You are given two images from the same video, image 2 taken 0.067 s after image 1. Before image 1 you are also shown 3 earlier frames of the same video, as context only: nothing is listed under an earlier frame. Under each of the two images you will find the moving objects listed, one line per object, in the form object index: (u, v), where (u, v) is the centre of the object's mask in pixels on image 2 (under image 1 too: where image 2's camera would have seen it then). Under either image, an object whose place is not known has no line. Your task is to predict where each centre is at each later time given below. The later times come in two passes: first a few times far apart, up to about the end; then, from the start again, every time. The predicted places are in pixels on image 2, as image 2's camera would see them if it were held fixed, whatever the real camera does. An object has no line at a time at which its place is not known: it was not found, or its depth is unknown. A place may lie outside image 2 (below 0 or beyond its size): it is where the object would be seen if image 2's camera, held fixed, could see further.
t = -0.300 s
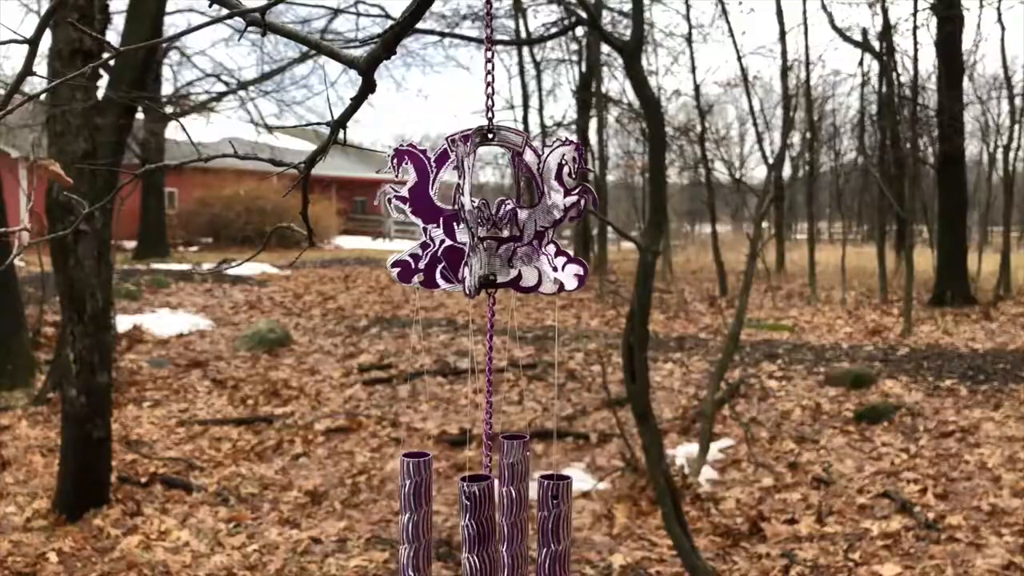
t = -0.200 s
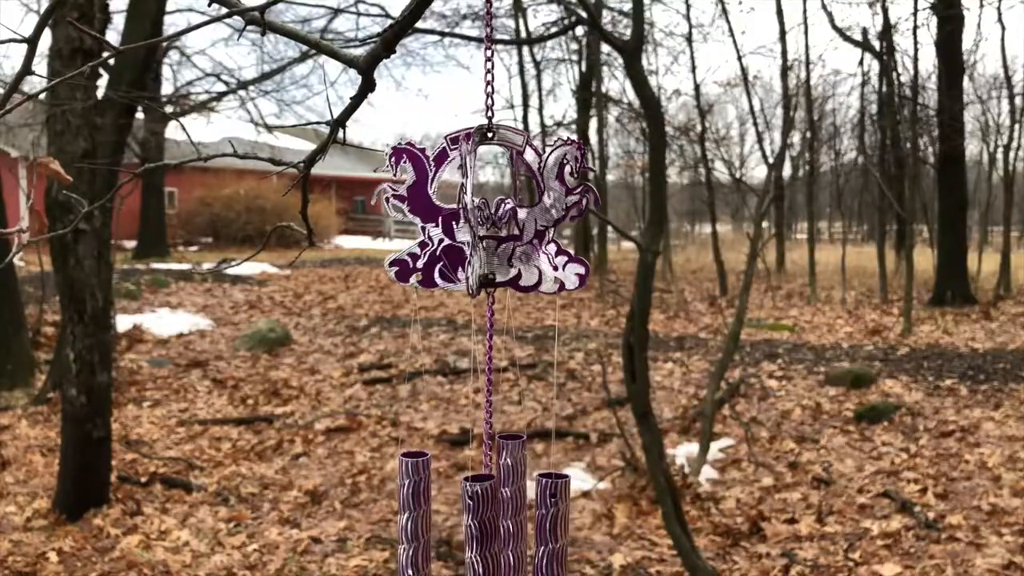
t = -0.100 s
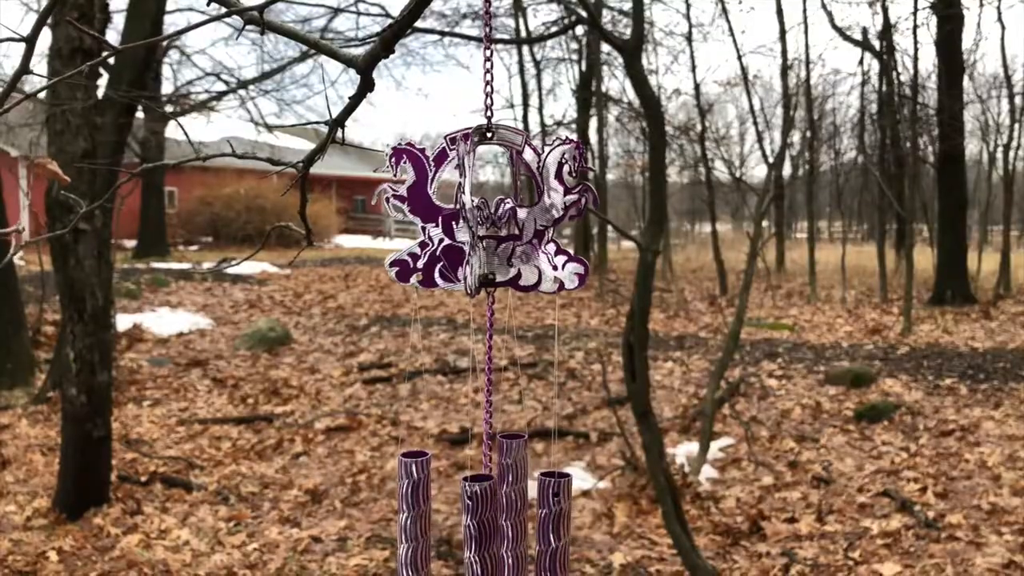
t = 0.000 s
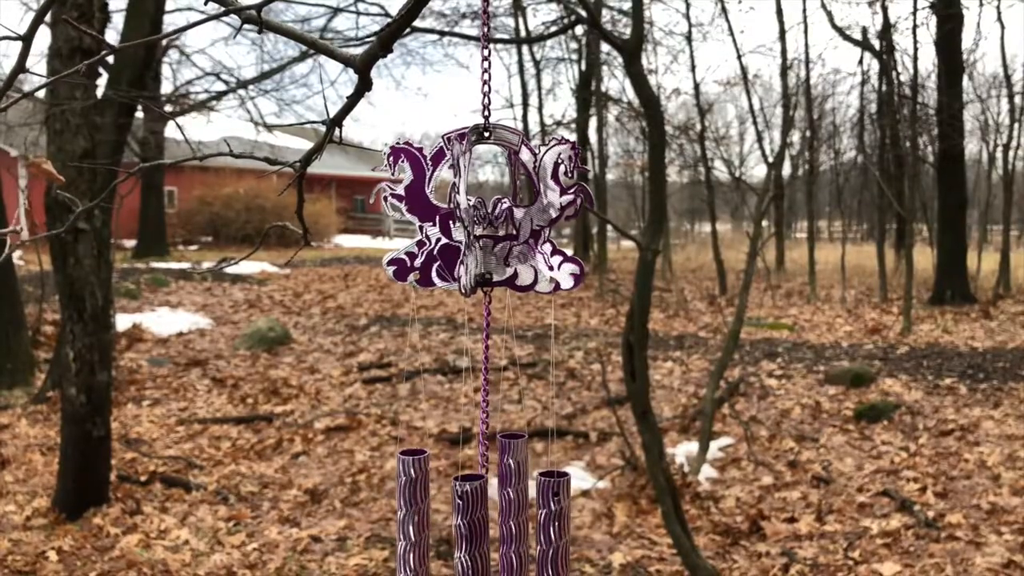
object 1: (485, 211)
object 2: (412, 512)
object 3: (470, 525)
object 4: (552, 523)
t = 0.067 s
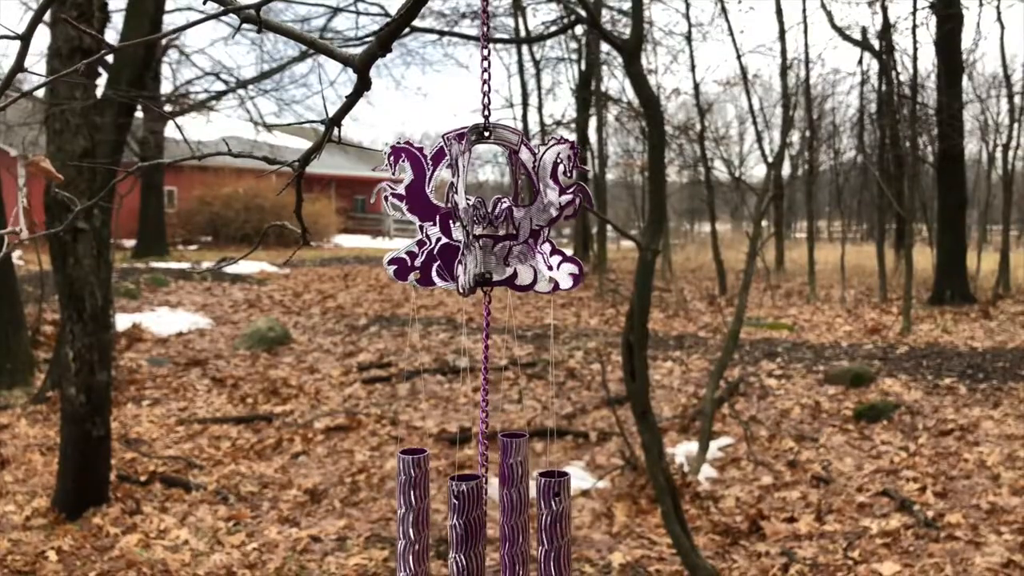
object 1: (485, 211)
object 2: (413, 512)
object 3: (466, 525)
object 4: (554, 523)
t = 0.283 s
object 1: (488, 211)
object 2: (419, 514)
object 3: (462, 525)
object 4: (567, 523)
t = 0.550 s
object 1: (495, 210)
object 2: (433, 515)
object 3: (484, 526)
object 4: (572, 524)
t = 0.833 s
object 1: (494, 209)
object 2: (436, 514)
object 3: (488, 526)
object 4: (567, 524)
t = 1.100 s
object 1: (485, 209)
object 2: (417, 512)
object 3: (452, 526)
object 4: (553, 525)
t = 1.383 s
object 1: (473, 211)
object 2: (399, 509)
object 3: (429, 525)
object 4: (535, 527)
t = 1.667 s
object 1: (480, 209)
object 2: (415, 514)
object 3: (458, 527)
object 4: (543, 528)
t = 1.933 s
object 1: (494, 209)
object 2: (435, 516)
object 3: (481, 527)
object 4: (569, 526)
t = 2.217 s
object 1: (495, 208)
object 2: (437, 514)
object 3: (473, 525)
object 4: (577, 524)
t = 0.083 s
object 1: (486, 211)
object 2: (413, 512)
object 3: (466, 526)
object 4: (554, 522)
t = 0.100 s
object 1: (486, 211)
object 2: (414, 513)
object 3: (465, 526)
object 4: (555, 522)
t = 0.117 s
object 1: (486, 211)
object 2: (414, 512)
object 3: (464, 525)
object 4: (556, 522)
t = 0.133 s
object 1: (486, 211)
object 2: (414, 512)
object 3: (464, 525)
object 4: (558, 522)
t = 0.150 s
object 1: (487, 211)
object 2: (414, 513)
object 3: (464, 525)
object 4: (560, 522)
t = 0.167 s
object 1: (487, 211)
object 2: (415, 513)
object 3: (464, 525)
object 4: (562, 522)
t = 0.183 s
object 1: (487, 210)
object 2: (415, 512)
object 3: (464, 525)
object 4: (563, 522)
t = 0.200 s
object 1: (487, 211)
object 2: (415, 513)
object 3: (463, 525)
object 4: (565, 522)
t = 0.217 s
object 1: (487, 210)
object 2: (415, 513)
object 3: (463, 525)
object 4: (566, 522)
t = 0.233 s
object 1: (487, 210)
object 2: (416, 513)
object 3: (463, 525)
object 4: (567, 522)
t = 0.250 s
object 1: (488, 211)
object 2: (417, 513)
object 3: (463, 525)
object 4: (567, 522)
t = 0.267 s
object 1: (488, 211)
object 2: (418, 514)
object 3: (462, 525)
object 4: (567, 523)
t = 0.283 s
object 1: (488, 211)
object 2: (419, 514)
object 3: (462, 525)
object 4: (567, 523)
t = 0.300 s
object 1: (489, 211)
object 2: (420, 514)
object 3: (462, 526)
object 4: (567, 523)
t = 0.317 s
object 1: (489, 211)
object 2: (420, 514)
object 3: (463, 526)
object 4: (567, 523)
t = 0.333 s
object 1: (489, 211)
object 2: (421, 514)
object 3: (463, 526)
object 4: (567, 523)
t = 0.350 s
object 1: (490, 211)
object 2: (422, 514)
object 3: (464, 526)
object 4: (567, 524)
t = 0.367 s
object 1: (490, 211)
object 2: (423, 514)
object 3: (465, 526)
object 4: (568, 524)
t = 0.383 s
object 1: (491, 211)
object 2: (425, 515)
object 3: (466, 526)
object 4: (569, 524)
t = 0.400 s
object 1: (492, 211)
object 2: (426, 515)
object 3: (467, 526)
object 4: (570, 524)
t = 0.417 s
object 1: (492, 211)
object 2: (427, 515)
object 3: (469, 526)
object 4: (572, 524)
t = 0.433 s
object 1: (493, 211)
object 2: (428, 515)
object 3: (470, 526)
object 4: (572, 524)
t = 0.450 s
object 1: (493, 211)
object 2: (429, 515)
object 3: (472, 526)
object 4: (573, 524)
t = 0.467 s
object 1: (494, 211)
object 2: (430, 515)
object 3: (475, 526)
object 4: (573, 524)
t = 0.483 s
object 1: (494, 211)
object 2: (431, 516)
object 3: (476, 526)
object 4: (573, 524)
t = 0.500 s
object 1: (495, 211)
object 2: (431, 515)
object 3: (478, 526)
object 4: (573, 524)
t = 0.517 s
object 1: (495, 211)
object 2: (432, 516)
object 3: (480, 526)
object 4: (572, 524)
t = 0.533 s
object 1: (495, 210)
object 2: (433, 515)
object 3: (482, 526)
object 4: (572, 524)
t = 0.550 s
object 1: (495, 210)
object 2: (433, 515)
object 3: (484, 526)
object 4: (572, 524)
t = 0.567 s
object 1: (495, 210)
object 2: (434, 516)
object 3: (486, 526)
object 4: (572, 524)
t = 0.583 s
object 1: (496, 210)
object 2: (435, 516)
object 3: (487, 526)
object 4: (573, 524)
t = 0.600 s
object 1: (496, 210)
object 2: (435, 516)
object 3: (488, 526)
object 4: (573, 524)
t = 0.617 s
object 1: (497, 209)
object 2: (436, 516)
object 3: (489, 526)
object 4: (574, 524)
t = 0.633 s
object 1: (497, 209)
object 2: (436, 516)
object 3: (490, 526)
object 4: (574, 524)
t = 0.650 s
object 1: (498, 209)
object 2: (437, 516)
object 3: (492, 526)
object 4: (575, 524)
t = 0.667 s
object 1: (498, 209)
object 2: (437, 515)
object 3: (493, 526)
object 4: (576, 524)
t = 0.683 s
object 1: (498, 209)
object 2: (437, 515)
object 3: (494, 526)
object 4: (577, 524)
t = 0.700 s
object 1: (498, 209)
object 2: (438, 516)
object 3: (495, 526)
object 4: (577, 524)
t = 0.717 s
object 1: (498, 209)
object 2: (438, 516)
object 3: (495, 526)
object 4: (576, 524)
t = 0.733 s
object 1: (498, 209)
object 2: (438, 516)
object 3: (495, 525)
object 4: (575, 524)
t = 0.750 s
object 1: (498, 209)
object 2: (438, 516)
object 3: (495, 526)
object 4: (574, 524)
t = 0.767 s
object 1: (497, 209)
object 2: (438, 515)
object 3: (495, 526)
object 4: (573, 524)
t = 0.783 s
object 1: (497, 209)
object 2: (438, 515)
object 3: (493, 526)
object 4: (571, 524)
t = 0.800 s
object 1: (496, 209)
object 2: (437, 515)
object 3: (491, 526)
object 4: (570, 525)
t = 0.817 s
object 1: (495, 209)
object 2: (437, 515)
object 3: (490, 526)
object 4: (568, 525)
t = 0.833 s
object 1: (494, 209)
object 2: (436, 514)
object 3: (488, 526)
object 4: (567, 524)
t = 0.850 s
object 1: (494, 209)
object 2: (435, 514)
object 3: (486, 526)
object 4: (565, 524)
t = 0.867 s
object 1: (494, 209)
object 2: (435, 514)
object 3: (485, 526)
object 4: (565, 524)
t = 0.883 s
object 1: (494, 209)
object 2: (434, 514)
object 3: (484, 526)
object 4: (565, 525)
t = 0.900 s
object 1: (494, 209)
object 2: (433, 513)
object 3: (483, 526)
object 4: (564, 525)
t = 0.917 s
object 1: (493, 209)
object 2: (431, 512)
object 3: (481, 526)
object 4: (564, 525)
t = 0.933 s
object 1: (492, 209)
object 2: (430, 512)
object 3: (479, 525)
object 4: (564, 525)
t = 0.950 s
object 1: (492, 209)
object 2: (430, 512)
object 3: (477, 525)
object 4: (564, 524)
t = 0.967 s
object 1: (491, 209)
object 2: (429, 513)
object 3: (475, 526)
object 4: (564, 525)
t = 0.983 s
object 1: (491, 209)
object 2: (428, 513)
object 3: (473, 526)
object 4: (563, 525)
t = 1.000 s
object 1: (491, 209)
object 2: (428, 513)
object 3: (471, 526)
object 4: (562, 525)
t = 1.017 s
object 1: (490, 209)
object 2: (426, 513)
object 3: (468, 526)
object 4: (561, 525)
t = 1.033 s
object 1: (489, 209)
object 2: (425, 513)
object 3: (465, 526)
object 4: (560, 525)
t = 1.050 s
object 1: (488, 209)
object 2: (423, 513)
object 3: (462, 526)
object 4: (558, 525)
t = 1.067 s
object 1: (487, 209)
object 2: (422, 513)
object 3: (458, 526)
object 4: (556, 525)
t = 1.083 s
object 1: (486, 210)
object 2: (420, 513)
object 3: (455, 526)
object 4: (555, 525)
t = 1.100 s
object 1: (485, 209)
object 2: (417, 512)
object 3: (452, 526)
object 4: (553, 525)
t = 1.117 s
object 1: (484, 209)
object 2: (415, 511)
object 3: (448, 526)
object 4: (551, 525)
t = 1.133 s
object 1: (483, 210)
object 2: (413, 510)
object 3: (446, 526)
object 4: (550, 525)
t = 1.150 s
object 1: (482, 210)
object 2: (411, 509)
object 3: (443, 525)
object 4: (548, 526)
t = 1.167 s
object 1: (481, 210)
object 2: (410, 509)
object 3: (441, 525)
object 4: (547, 526)
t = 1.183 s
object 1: (480, 210)
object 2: (408, 508)
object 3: (439, 525)
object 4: (545, 526)
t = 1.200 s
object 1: (479, 210)
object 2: (407, 509)
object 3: (438, 525)
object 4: (543, 526)
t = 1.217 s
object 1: (479, 210)
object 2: (406, 508)
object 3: (437, 524)
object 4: (542, 526)
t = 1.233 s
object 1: (478, 210)
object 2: (406, 508)
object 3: (436, 524)
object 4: (541, 526)
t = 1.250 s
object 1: (478, 210)
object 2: (405, 508)
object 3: (435, 525)
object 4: (541, 526)
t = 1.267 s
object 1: (477, 211)
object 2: (404, 508)
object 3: (434, 524)
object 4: (540, 526)
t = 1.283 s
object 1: (476, 211)
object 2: (403, 507)
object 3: (432, 525)
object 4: (539, 526)
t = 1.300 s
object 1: (476, 211)
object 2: (402, 507)
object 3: (430, 525)
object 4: (538, 526)
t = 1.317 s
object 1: (475, 211)
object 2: (402, 507)
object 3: (429, 525)
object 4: (537, 527)
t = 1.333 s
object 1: (475, 211)
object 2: (400, 508)
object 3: (428, 525)
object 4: (537, 527)
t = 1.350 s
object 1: (474, 211)
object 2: (399, 508)
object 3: (427, 526)
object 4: (536, 527)
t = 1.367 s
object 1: (473, 210)
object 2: (399, 508)
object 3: (427, 525)
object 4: (535, 527)
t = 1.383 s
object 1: (473, 211)
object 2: (399, 509)
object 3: (429, 525)
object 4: (535, 527)
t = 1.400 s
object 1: (473, 211)
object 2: (399, 509)
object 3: (430, 525)
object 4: (534, 526)
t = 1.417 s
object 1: (473, 211)
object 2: (400, 510)
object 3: (431, 525)
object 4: (534, 527)
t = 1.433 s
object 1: (473, 210)
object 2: (401, 510)
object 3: (432, 525)
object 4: (534, 527)
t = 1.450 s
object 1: (473, 211)
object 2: (402, 511)
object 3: (435, 525)
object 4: (534, 527)
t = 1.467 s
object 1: (474, 211)
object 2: (402, 512)
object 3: (436, 526)
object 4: (534, 528)
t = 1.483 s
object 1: (474, 211)
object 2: (403, 513)
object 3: (438, 525)
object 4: (533, 528)
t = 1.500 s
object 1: (475, 210)
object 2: (404, 513)
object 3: (440, 526)
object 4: (534, 528)
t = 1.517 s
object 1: (475, 210)
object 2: (405, 514)
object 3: (441, 526)
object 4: (535, 528)
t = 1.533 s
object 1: (476, 210)
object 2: (406, 514)
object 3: (443, 526)
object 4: (536, 528)
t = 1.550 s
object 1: (476, 210)
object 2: (407, 514)
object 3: (445, 526)
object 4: (537, 528)
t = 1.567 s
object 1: (477, 210)
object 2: (408, 514)
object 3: (447, 526)
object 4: (538, 528)
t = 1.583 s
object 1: (477, 209)
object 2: (408, 513)
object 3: (448, 526)
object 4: (538, 528)
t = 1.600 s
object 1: (478, 209)
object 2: (410, 513)
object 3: (450, 526)
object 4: (539, 528)
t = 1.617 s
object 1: (479, 209)
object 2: (411, 513)
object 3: (452, 526)
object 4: (540, 528)
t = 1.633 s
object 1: (480, 209)
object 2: (413, 513)
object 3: (454, 527)
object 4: (541, 528)
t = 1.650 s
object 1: (480, 209)
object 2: (414, 514)
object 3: (456, 527)
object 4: (542, 528)
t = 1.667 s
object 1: (480, 209)
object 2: (415, 514)
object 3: (458, 527)
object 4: (543, 528)
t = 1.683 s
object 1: (481, 209)
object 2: (416, 514)
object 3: (461, 527)
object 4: (544, 528)
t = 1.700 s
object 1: (482, 209)
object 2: (417, 514)
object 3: (463, 526)
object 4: (545, 528)
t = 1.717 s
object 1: (483, 209)
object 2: (419, 514)
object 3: (466, 527)
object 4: (547, 528)
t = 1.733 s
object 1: (484, 209)
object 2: (419, 515)
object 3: (468, 527)
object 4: (548, 527)
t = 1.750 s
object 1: (485, 209)
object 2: (421, 515)
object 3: (470, 527)
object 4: (551, 528)
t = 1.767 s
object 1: (486, 209)
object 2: (423, 515)
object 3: (472, 527)
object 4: (553, 527)
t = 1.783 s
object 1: (487, 209)
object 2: (424, 515)
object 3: (473, 527)
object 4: (556, 527)
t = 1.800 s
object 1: (488, 209)
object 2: (425, 515)
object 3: (474, 527)
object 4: (558, 527)
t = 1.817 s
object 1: (489, 209)
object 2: (427, 516)
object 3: (476, 527)
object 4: (560, 527)
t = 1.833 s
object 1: (490, 209)
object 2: (429, 516)
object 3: (478, 528)
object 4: (562, 527)
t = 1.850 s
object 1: (491, 209)
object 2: (430, 515)
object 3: (478, 527)
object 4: (564, 527)
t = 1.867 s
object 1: (492, 209)
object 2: (431, 516)
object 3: (479, 527)
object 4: (566, 527)
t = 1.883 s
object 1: (492, 209)
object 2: (432, 515)
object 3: (480, 527)
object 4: (567, 526)
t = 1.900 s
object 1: (493, 209)
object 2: (433, 516)
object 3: (480, 527)
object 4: (568, 527)
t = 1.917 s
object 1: (493, 209)
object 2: (434, 516)
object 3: (480, 527)
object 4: (569, 526)
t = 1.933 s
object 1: (494, 209)
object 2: (435, 516)
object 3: (481, 527)
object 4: (569, 526)
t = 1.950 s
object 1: (494, 209)
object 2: (436, 516)
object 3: (480, 527)
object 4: (570, 526)
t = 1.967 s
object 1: (495, 208)
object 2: (437, 515)
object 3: (481, 527)
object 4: (571, 526)
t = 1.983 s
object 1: (495, 208)
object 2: (438, 515)
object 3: (481, 527)
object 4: (572, 525)
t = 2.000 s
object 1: (495, 208)
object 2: (439, 515)
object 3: (481, 526)
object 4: (574, 525)
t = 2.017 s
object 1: (495, 208)
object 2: (439, 515)
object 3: (480, 526)
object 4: (575, 525)
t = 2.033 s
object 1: (495, 208)
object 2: (439, 515)
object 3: (480, 526)
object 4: (577, 524)
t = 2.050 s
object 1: (496, 208)
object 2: (440, 515)
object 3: (480, 526)
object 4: (579, 524)
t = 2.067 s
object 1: (496, 208)
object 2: (439, 515)
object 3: (479, 526)
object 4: (580, 524)
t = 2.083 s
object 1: (496, 208)
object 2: (440, 515)
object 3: (479, 526)
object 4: (580, 524)
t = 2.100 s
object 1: (496, 208)
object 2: (440, 515)
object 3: (478, 526)
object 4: (580, 524)
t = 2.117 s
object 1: (496, 208)
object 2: (440, 515)
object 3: (478, 526)
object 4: (581, 524)
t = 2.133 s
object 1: (496, 208)
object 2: (440, 514)
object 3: (477, 525)
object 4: (580, 524)
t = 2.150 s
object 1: (496, 208)
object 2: (440, 515)
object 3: (476, 525)
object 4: (579, 524)
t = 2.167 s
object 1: (495, 208)
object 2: (439, 514)
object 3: (475, 525)
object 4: (579, 523)
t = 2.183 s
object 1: (495, 208)
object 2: (438, 514)
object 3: (474, 525)
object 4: (578, 523)
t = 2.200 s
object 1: (495, 208)
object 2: (438, 514)
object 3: (474, 525)
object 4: (577, 523)
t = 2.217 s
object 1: (495, 208)
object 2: (437, 514)
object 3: (473, 525)
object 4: (577, 524)
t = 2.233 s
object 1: (494, 208)
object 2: (436, 515)
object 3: (472, 526)
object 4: (576, 524)
